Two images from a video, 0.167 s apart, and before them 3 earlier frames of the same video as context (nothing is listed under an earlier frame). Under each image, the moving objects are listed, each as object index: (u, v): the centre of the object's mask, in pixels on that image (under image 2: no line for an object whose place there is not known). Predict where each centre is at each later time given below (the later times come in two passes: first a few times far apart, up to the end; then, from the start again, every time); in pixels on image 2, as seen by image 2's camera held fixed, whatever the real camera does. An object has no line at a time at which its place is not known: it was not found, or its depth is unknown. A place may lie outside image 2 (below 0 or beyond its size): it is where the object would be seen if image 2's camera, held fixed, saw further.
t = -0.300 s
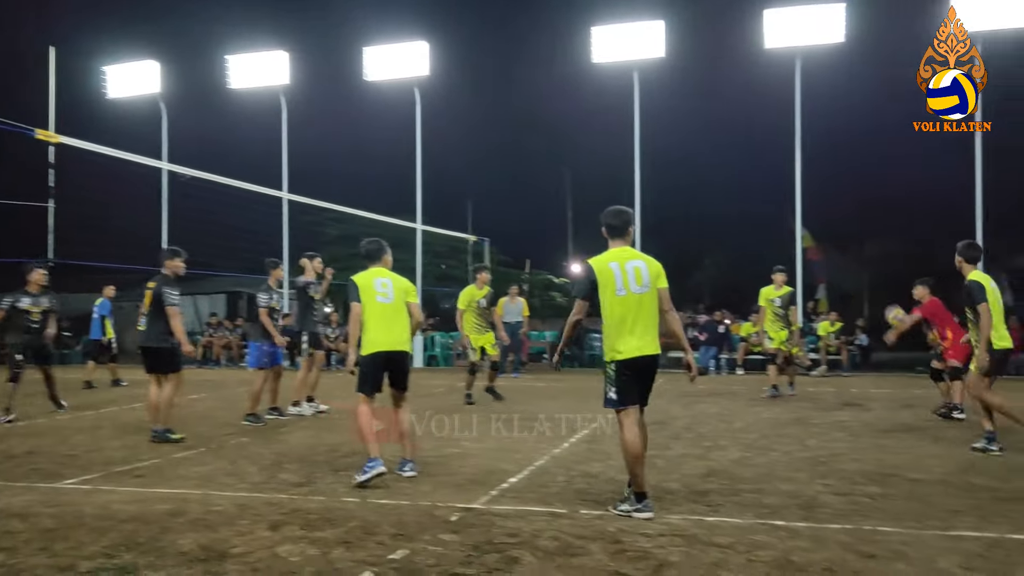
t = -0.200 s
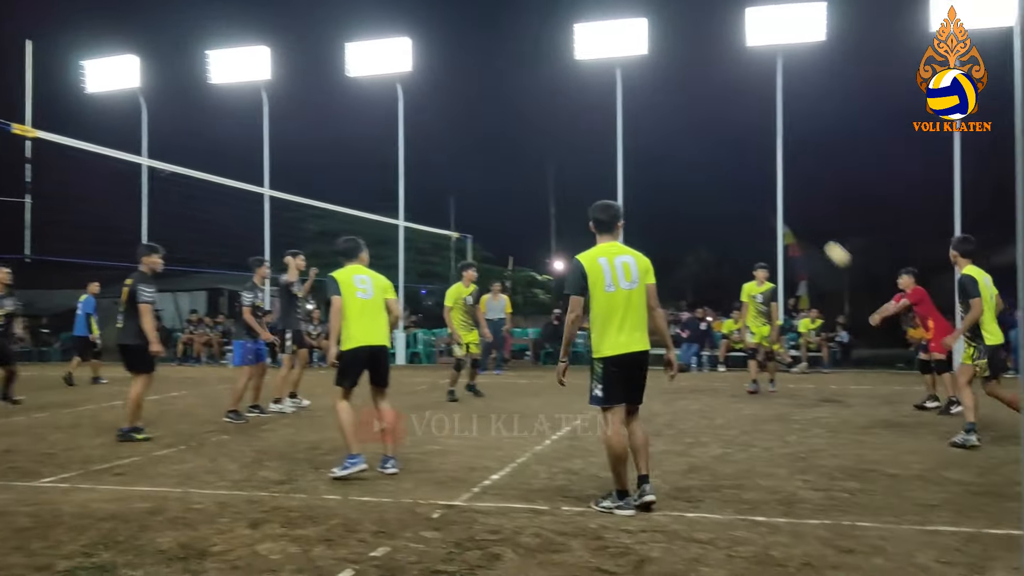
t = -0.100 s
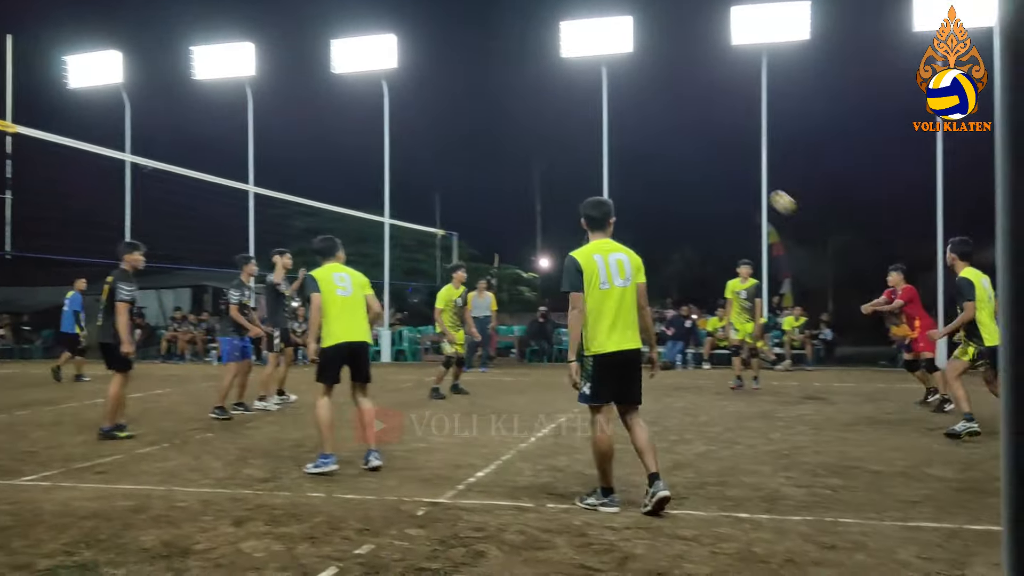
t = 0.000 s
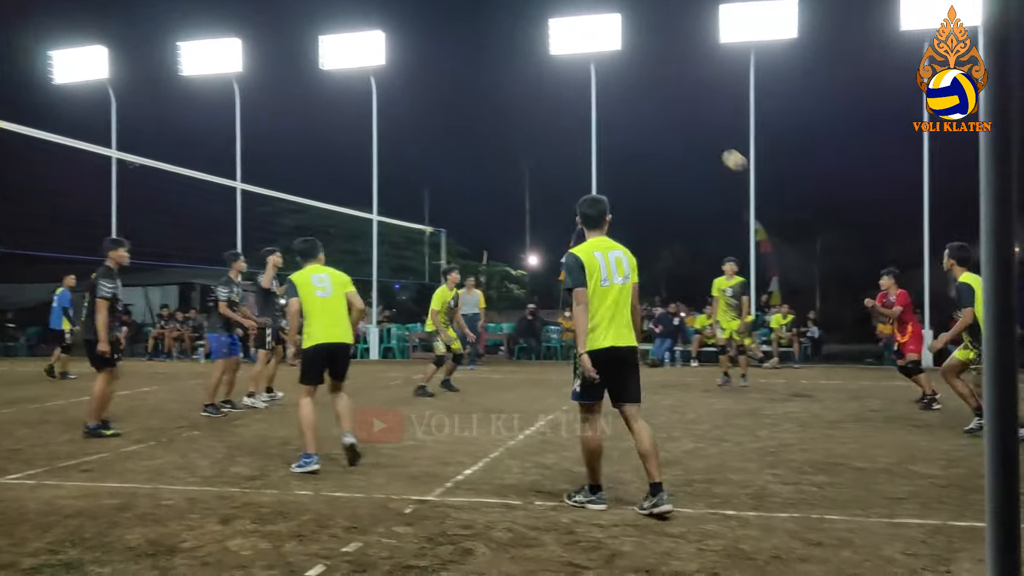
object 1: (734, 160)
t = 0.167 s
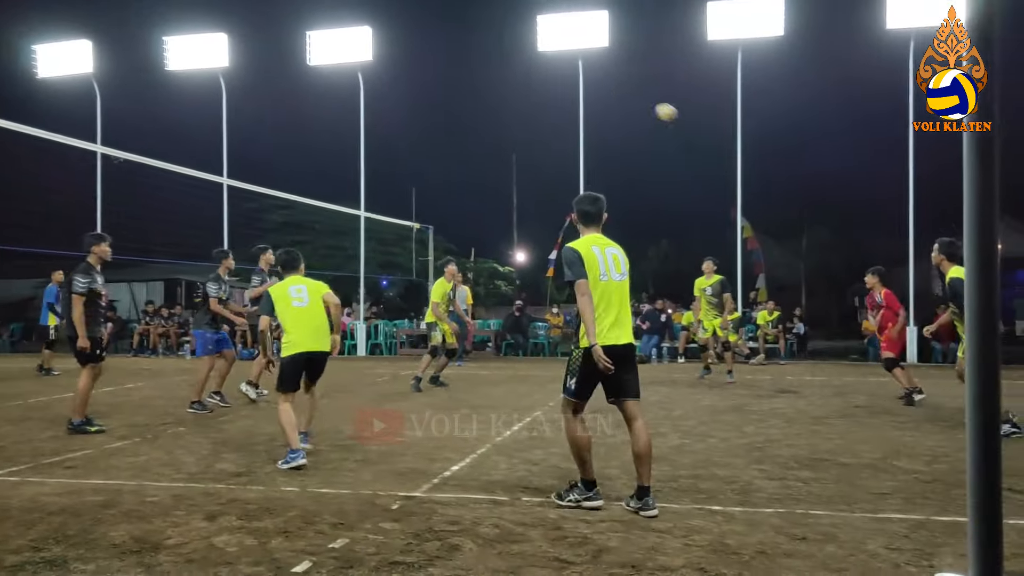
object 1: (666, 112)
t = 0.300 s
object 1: (624, 93)
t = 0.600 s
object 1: (542, 95)
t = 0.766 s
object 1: (503, 123)
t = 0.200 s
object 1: (655, 106)
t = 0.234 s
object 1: (644, 101)
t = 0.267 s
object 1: (634, 96)
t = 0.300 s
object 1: (624, 93)
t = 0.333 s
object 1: (614, 89)
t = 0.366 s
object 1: (605, 88)
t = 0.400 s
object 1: (595, 87)
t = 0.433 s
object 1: (586, 86)
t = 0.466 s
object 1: (576, 87)
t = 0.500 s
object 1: (568, 88)
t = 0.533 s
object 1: (559, 90)
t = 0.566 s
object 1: (551, 92)
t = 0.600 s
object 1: (542, 95)
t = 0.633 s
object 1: (534, 100)
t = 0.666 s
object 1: (526, 105)
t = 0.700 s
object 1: (518, 110)
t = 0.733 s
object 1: (510, 116)
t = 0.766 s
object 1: (503, 123)
